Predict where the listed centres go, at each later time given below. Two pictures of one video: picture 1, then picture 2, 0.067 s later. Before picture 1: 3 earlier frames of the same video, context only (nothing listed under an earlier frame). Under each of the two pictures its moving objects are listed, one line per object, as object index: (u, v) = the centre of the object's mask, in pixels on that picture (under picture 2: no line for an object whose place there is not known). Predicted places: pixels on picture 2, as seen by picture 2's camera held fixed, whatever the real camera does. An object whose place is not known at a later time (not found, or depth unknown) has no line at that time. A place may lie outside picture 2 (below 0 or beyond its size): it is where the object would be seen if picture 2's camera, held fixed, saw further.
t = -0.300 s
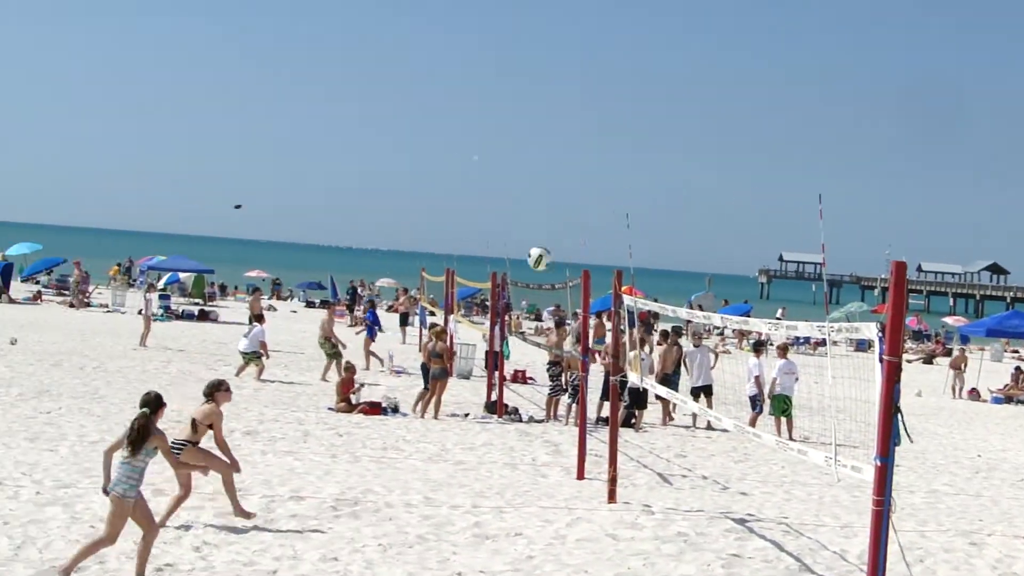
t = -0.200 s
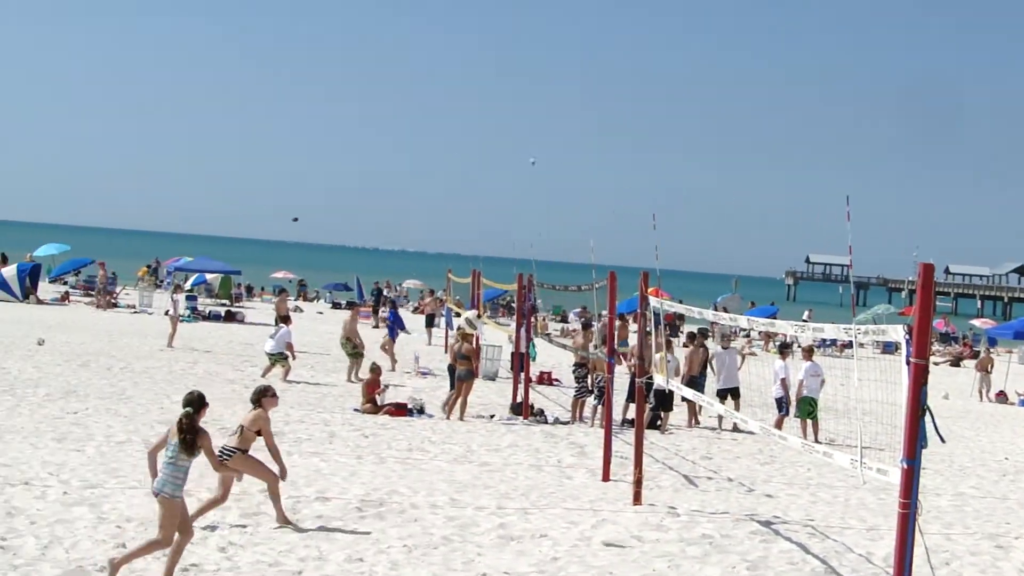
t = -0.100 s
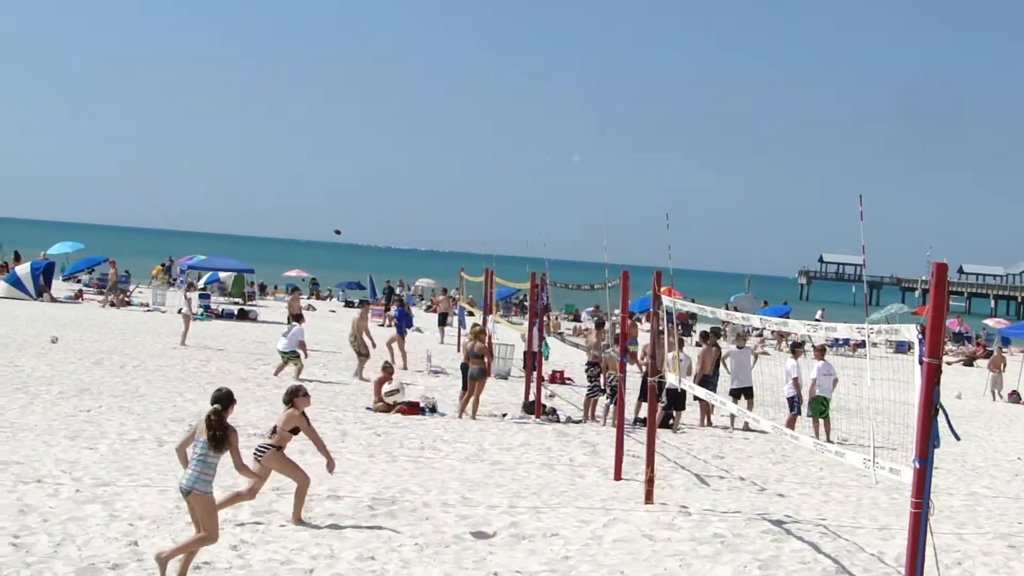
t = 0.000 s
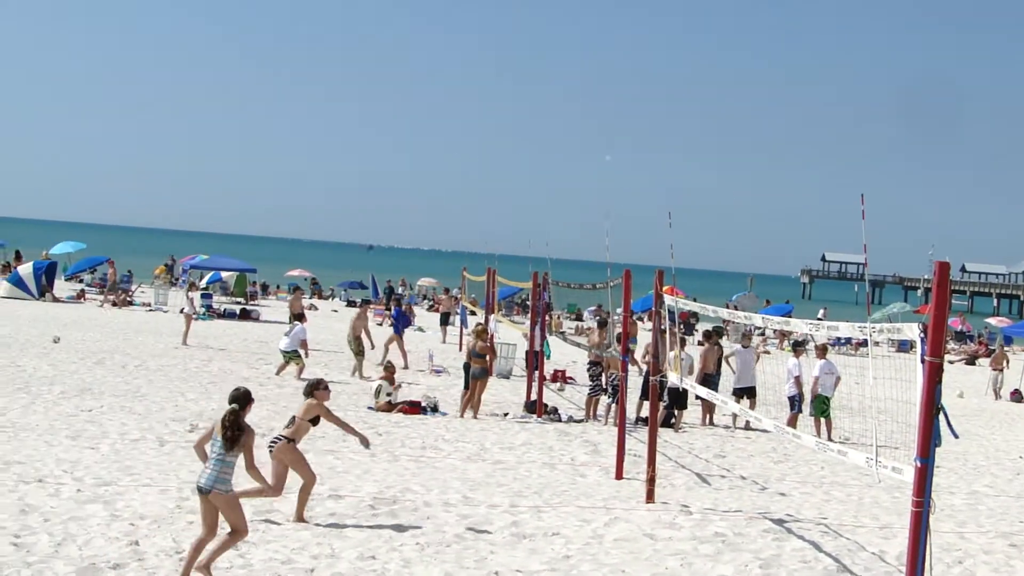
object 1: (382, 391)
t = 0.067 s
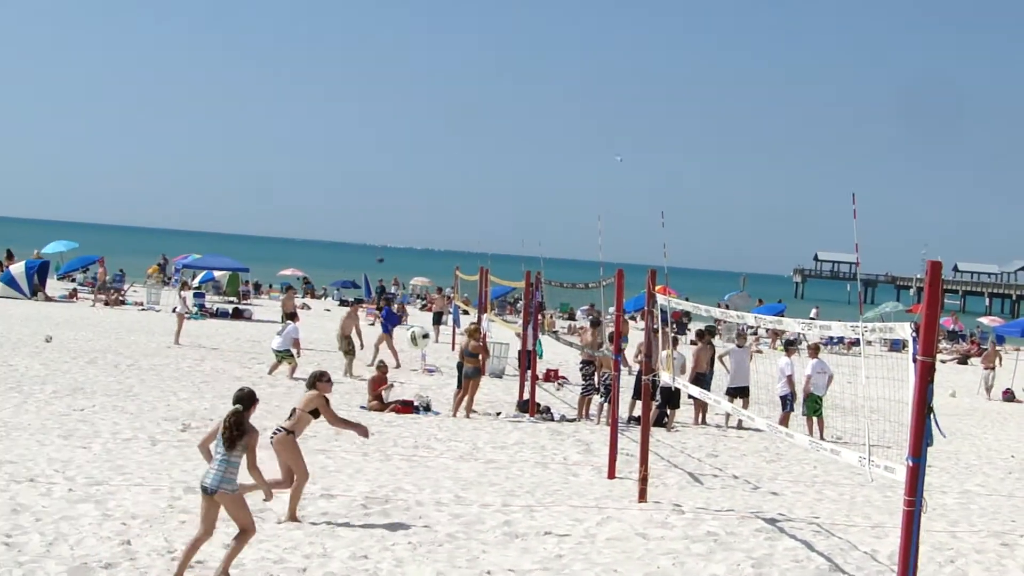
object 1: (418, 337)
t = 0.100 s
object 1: (438, 314)
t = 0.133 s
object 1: (457, 289)
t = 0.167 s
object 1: (476, 268)
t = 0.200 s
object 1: (493, 248)
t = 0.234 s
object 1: (511, 228)
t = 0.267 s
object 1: (529, 210)
